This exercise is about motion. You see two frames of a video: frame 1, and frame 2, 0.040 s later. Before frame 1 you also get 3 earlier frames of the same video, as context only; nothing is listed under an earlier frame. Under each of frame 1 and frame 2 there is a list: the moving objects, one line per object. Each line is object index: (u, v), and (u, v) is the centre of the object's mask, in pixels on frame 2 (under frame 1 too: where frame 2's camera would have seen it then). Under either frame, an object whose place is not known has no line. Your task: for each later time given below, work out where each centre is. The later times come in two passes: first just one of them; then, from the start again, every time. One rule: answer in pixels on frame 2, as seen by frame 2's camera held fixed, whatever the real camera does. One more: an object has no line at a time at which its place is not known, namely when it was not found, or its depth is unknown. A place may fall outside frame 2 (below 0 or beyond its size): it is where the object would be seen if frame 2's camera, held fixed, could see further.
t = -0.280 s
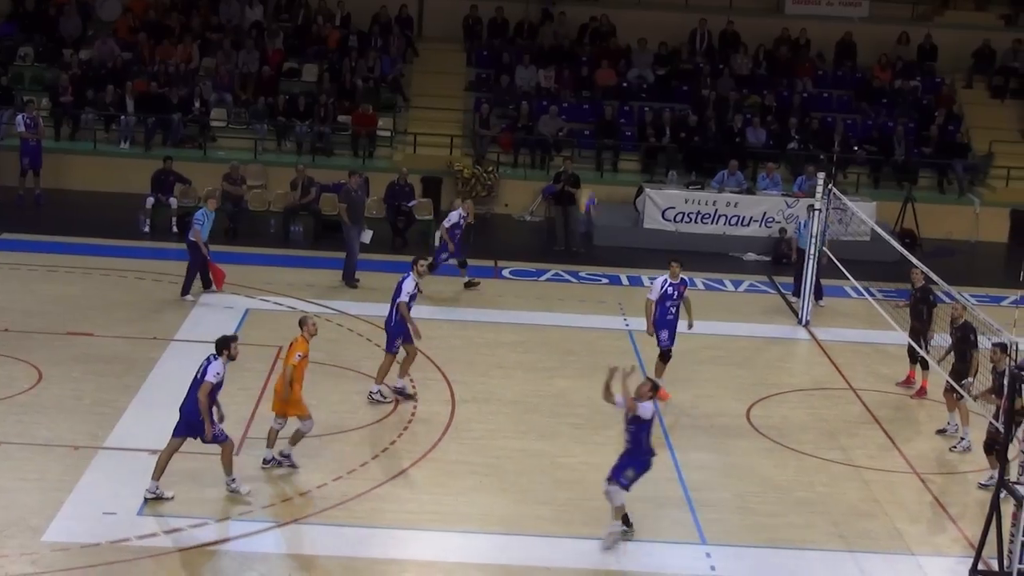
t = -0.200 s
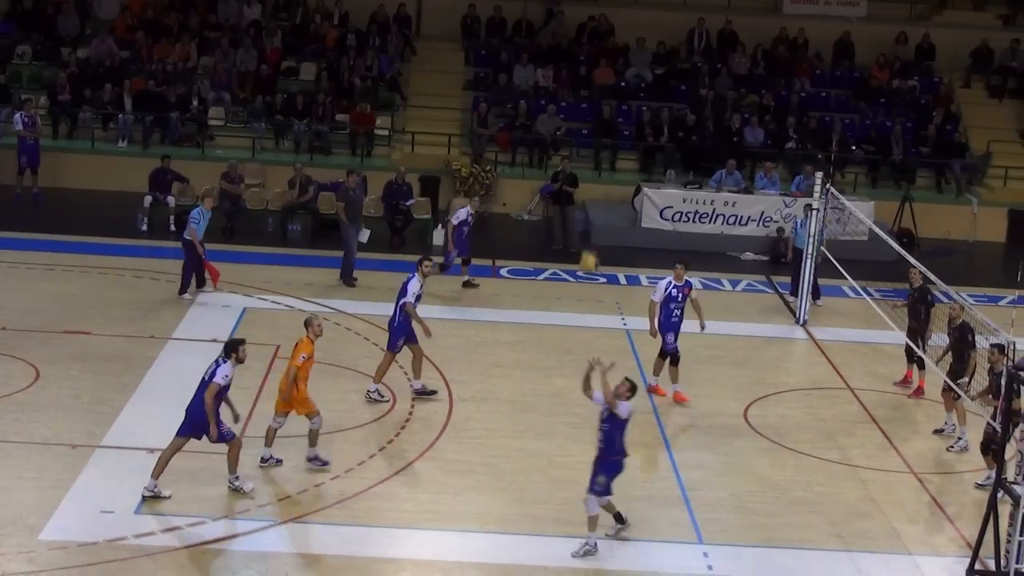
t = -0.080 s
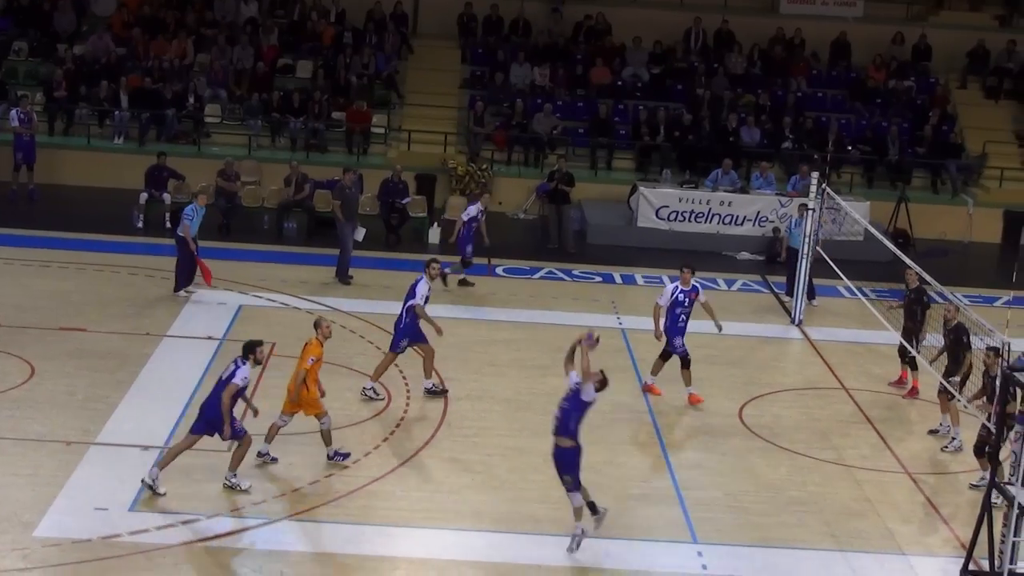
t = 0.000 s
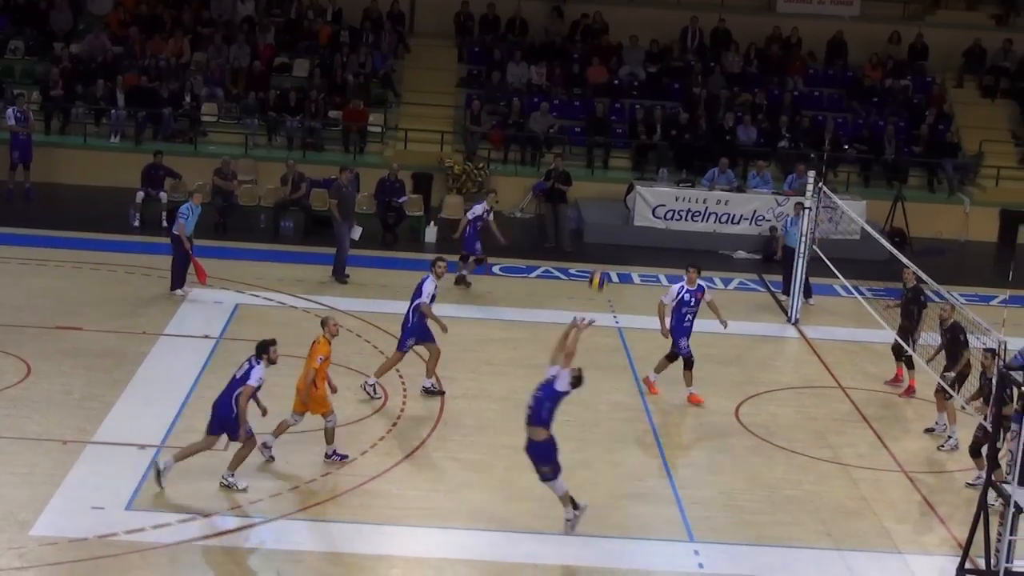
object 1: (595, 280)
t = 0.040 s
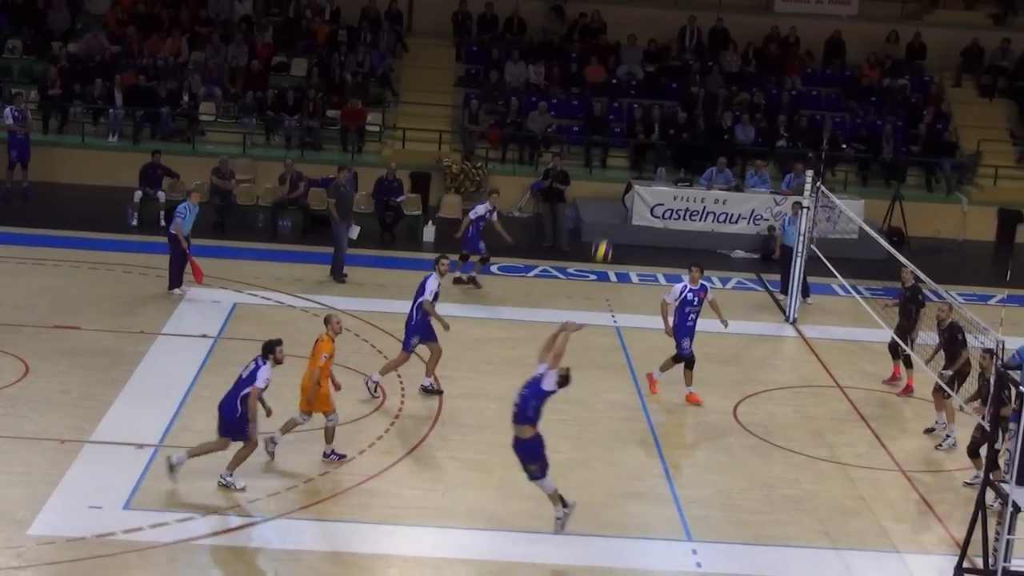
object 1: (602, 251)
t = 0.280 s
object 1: (629, 113)
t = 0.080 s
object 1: (606, 222)
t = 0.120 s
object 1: (610, 196)
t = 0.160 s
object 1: (615, 172)
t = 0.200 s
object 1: (621, 151)
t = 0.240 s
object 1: (625, 131)
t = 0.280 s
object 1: (629, 113)
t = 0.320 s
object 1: (633, 95)
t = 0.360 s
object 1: (638, 79)
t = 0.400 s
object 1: (640, 67)
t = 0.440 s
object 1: (643, 53)
